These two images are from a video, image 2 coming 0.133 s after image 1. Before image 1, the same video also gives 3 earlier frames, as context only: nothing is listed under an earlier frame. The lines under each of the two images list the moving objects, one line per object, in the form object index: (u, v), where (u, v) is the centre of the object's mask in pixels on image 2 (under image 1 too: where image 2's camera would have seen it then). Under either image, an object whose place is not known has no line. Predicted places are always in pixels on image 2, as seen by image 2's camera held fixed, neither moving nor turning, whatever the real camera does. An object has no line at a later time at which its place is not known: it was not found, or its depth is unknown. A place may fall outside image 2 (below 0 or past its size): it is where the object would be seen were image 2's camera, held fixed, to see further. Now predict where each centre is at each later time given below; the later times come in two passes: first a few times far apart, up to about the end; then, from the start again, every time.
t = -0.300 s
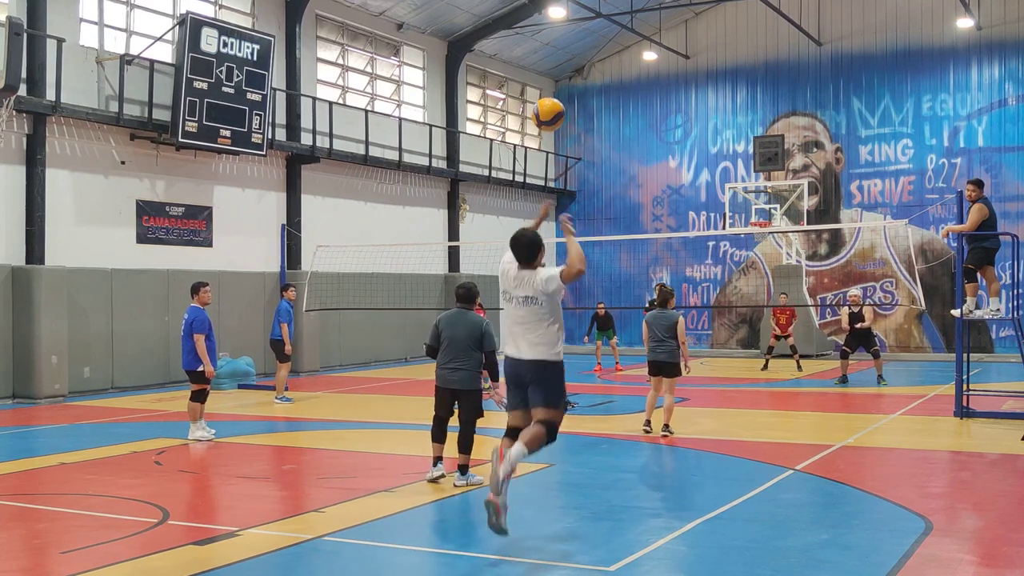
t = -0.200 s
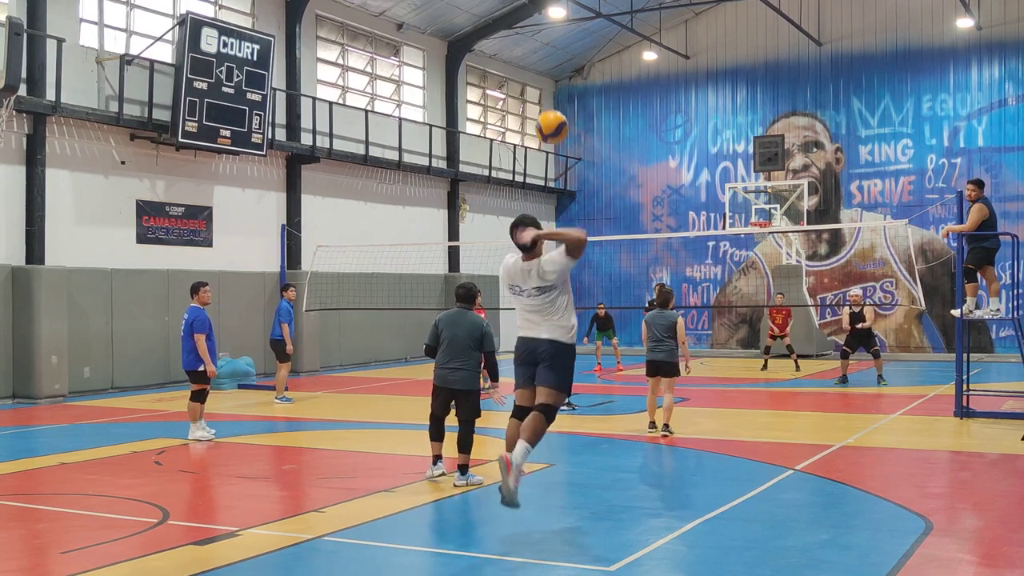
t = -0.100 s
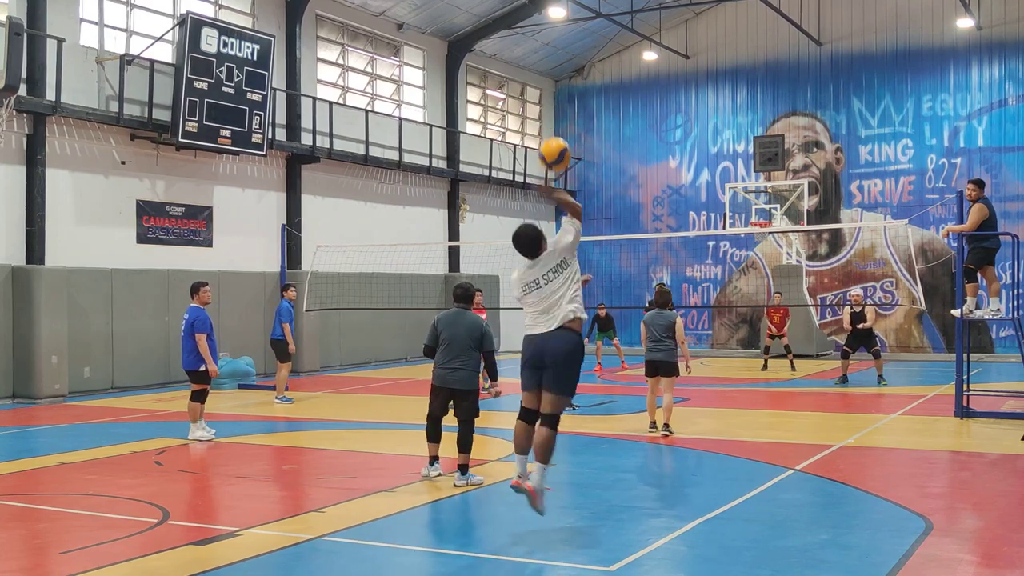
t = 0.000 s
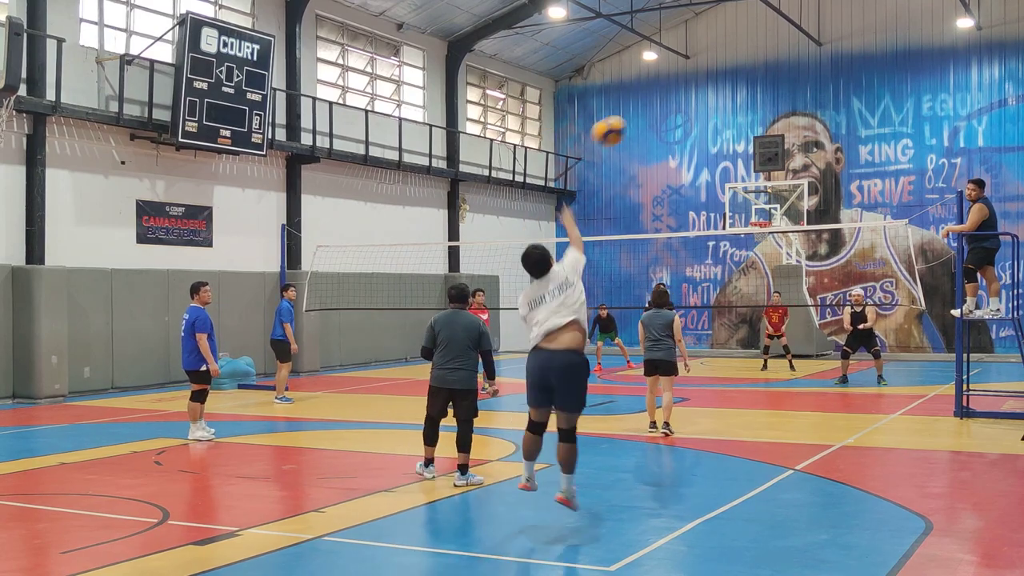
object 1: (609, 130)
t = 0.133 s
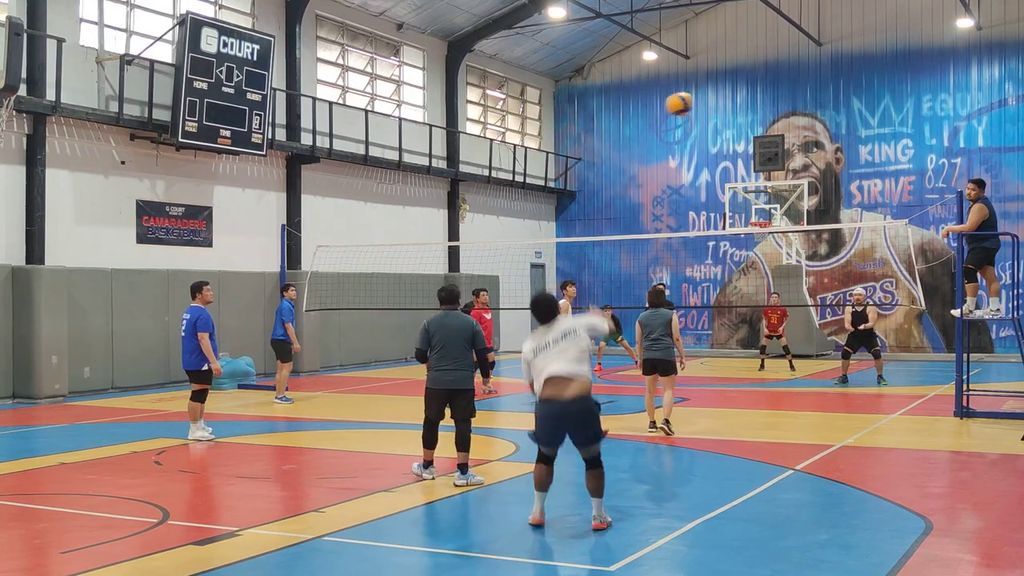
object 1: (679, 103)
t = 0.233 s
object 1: (719, 99)
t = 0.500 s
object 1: (788, 125)
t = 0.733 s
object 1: (827, 174)
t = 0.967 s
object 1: (855, 241)
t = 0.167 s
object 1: (692, 101)
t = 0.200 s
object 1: (705, 99)
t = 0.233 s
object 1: (719, 99)
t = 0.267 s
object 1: (729, 100)
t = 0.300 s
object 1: (740, 101)
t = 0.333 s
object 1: (749, 104)
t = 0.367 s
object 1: (757, 107)
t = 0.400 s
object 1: (766, 111)
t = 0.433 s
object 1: (773, 115)
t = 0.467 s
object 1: (781, 120)
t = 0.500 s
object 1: (788, 125)
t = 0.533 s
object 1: (795, 132)
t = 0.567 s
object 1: (800, 139)
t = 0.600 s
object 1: (808, 145)
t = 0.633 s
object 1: (812, 151)
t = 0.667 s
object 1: (819, 159)
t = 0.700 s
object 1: (823, 167)
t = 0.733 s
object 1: (827, 174)
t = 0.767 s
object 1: (832, 183)
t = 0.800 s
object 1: (837, 192)
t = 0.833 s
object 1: (840, 201)
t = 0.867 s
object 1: (844, 210)
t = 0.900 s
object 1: (848, 218)
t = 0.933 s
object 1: (852, 231)
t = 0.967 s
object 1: (855, 241)
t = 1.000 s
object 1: (858, 252)
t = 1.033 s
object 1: (862, 262)
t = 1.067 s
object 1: (865, 273)
